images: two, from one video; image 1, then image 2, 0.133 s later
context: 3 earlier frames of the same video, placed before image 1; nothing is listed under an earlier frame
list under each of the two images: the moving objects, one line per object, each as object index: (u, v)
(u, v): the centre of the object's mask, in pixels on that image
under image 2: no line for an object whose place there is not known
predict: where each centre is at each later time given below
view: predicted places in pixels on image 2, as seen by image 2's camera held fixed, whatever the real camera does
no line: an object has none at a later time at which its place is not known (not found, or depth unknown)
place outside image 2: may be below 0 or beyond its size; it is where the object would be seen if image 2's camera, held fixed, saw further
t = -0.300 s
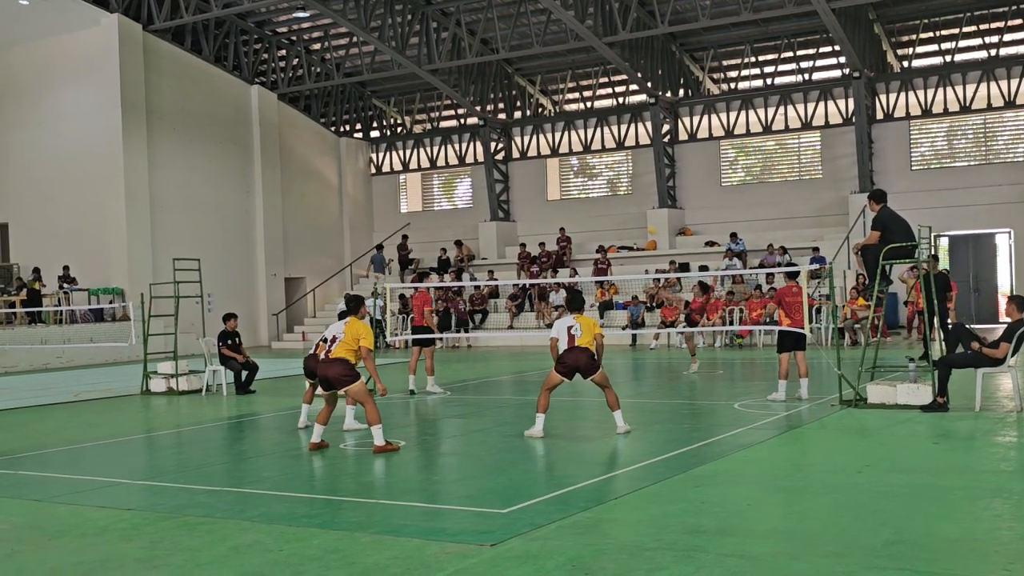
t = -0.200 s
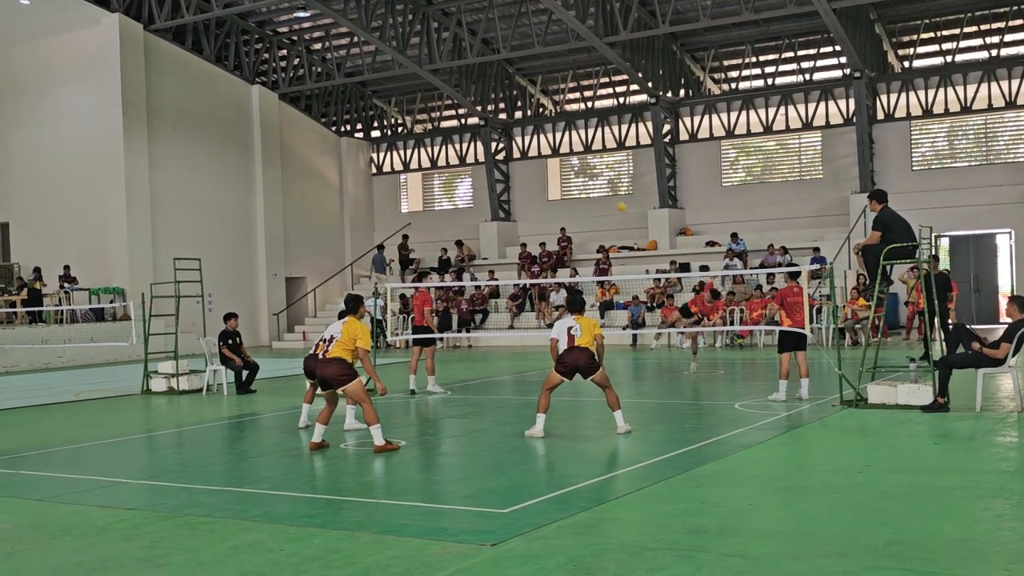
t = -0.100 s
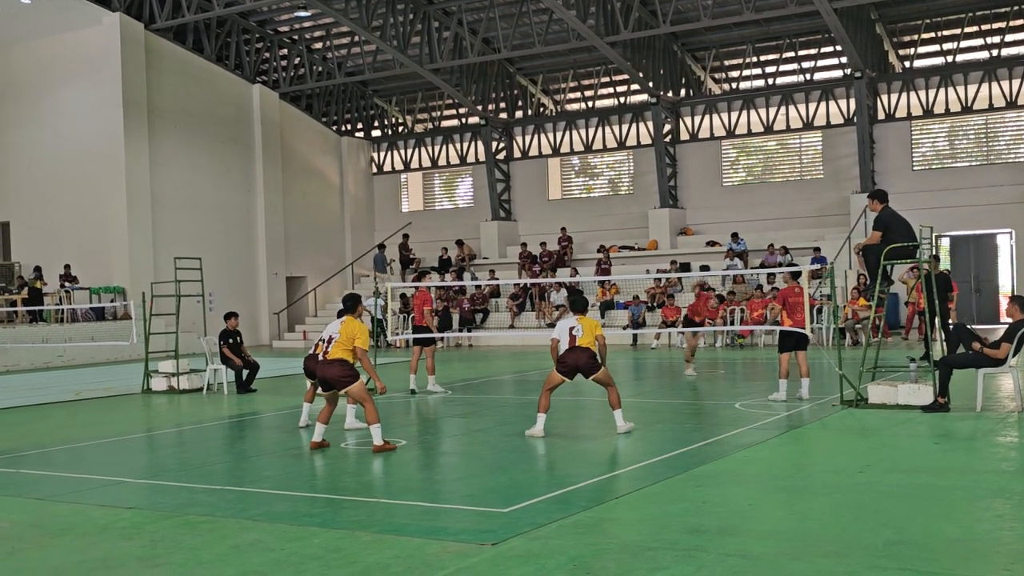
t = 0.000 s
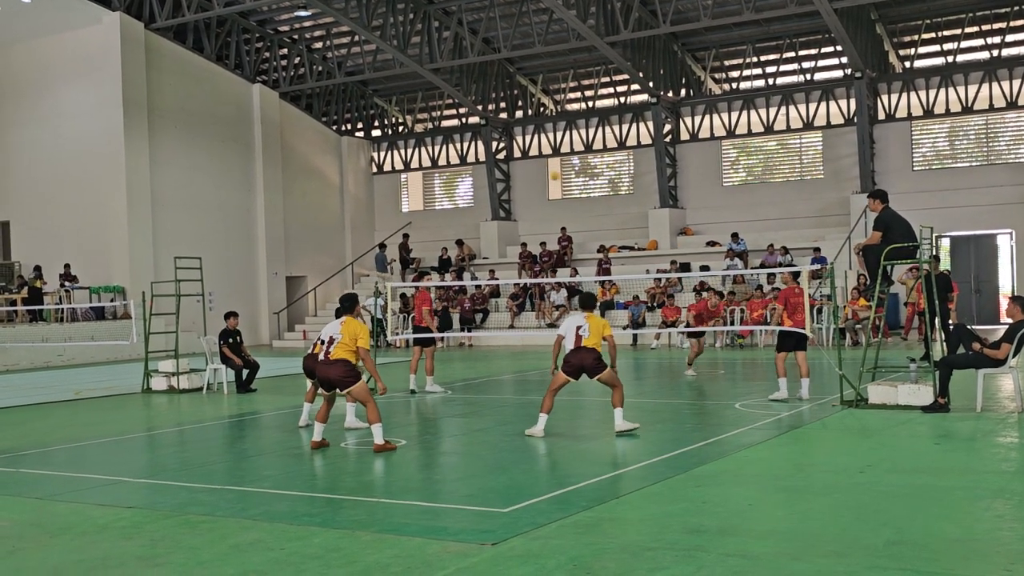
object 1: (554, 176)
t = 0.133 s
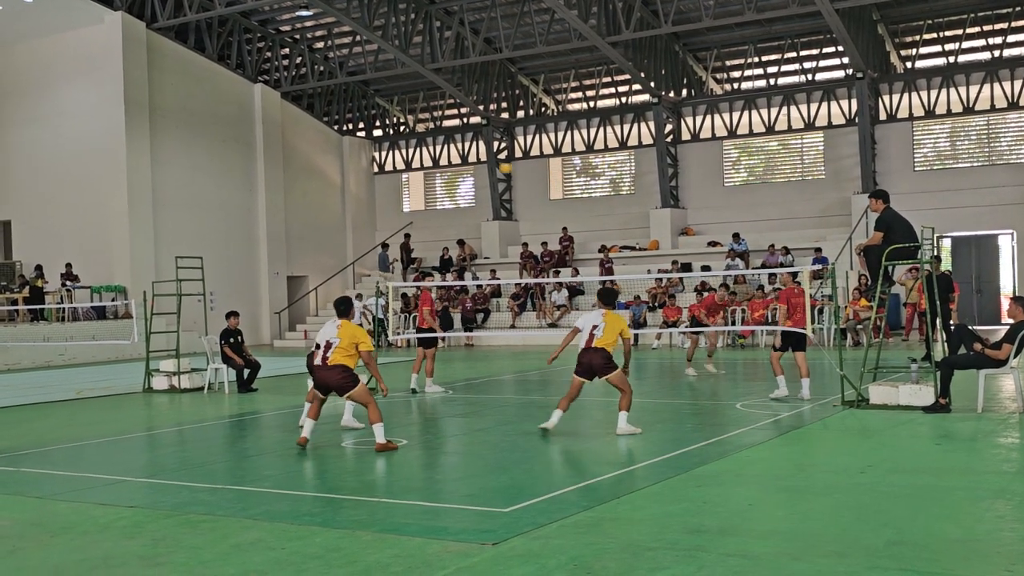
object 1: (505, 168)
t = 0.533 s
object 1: (321, 234)
